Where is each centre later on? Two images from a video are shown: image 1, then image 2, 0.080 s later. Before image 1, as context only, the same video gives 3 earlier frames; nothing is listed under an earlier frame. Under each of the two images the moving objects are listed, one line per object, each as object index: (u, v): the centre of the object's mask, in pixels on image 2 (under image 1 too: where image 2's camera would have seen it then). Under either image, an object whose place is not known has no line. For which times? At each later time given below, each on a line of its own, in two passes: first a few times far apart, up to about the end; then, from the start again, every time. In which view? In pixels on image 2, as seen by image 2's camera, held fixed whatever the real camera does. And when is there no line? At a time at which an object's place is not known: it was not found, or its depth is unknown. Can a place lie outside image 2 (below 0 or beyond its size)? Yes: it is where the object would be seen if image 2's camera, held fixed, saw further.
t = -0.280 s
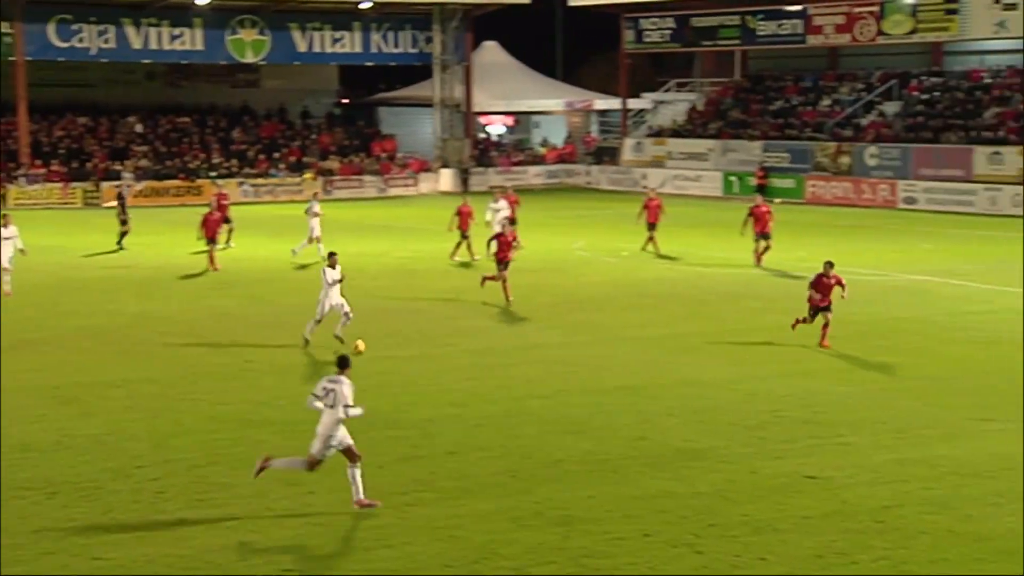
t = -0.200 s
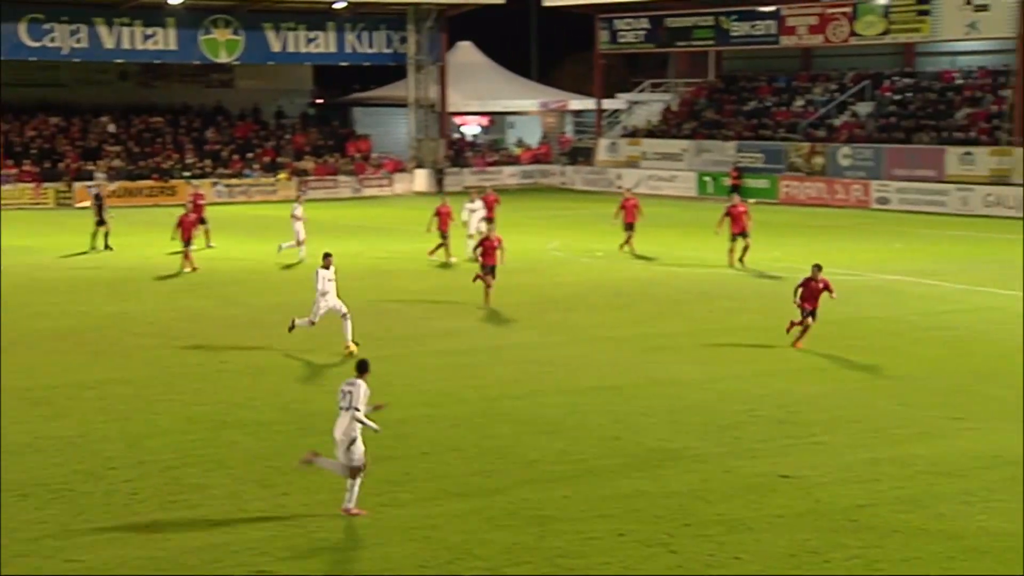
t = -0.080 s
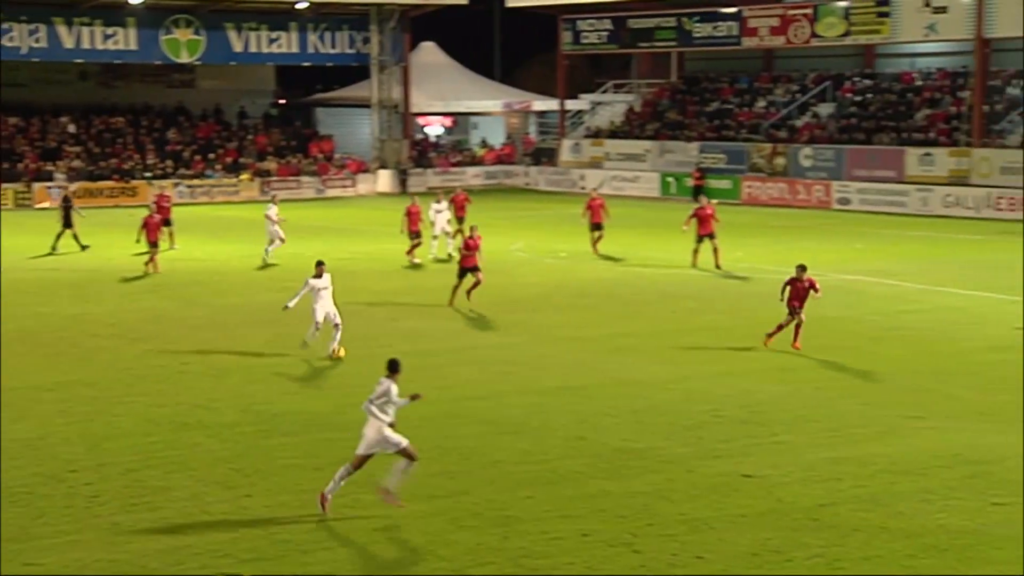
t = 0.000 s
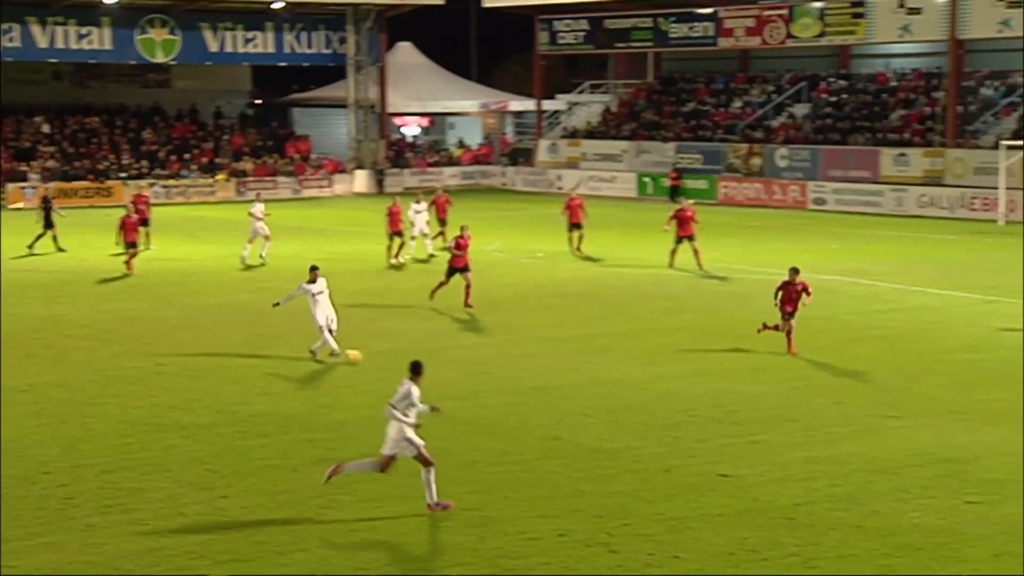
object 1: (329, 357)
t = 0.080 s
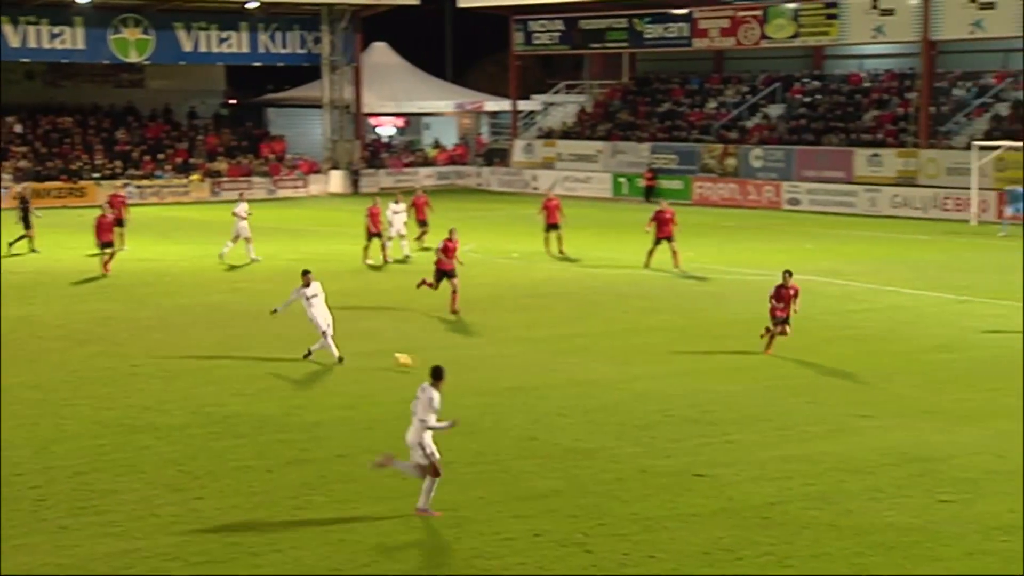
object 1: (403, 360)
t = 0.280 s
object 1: (588, 374)
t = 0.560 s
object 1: (847, 401)
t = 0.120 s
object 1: (441, 363)
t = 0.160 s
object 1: (473, 363)
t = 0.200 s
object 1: (518, 372)
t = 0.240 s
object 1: (551, 372)
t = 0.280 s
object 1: (588, 374)
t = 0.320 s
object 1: (625, 378)
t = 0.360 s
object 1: (663, 384)
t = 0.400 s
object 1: (700, 388)
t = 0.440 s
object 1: (736, 389)
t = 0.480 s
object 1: (772, 391)
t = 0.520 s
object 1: (809, 395)
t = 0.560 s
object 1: (847, 401)
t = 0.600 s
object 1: (883, 406)
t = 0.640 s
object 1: (919, 409)
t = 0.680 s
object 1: (955, 413)
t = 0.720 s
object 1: (992, 417)
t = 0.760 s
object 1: (1028, 421)
